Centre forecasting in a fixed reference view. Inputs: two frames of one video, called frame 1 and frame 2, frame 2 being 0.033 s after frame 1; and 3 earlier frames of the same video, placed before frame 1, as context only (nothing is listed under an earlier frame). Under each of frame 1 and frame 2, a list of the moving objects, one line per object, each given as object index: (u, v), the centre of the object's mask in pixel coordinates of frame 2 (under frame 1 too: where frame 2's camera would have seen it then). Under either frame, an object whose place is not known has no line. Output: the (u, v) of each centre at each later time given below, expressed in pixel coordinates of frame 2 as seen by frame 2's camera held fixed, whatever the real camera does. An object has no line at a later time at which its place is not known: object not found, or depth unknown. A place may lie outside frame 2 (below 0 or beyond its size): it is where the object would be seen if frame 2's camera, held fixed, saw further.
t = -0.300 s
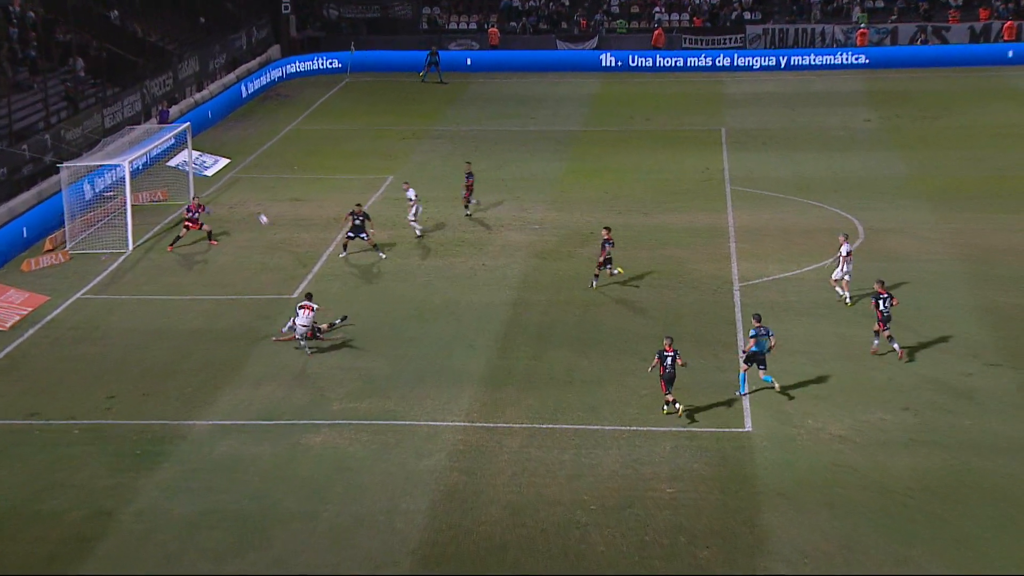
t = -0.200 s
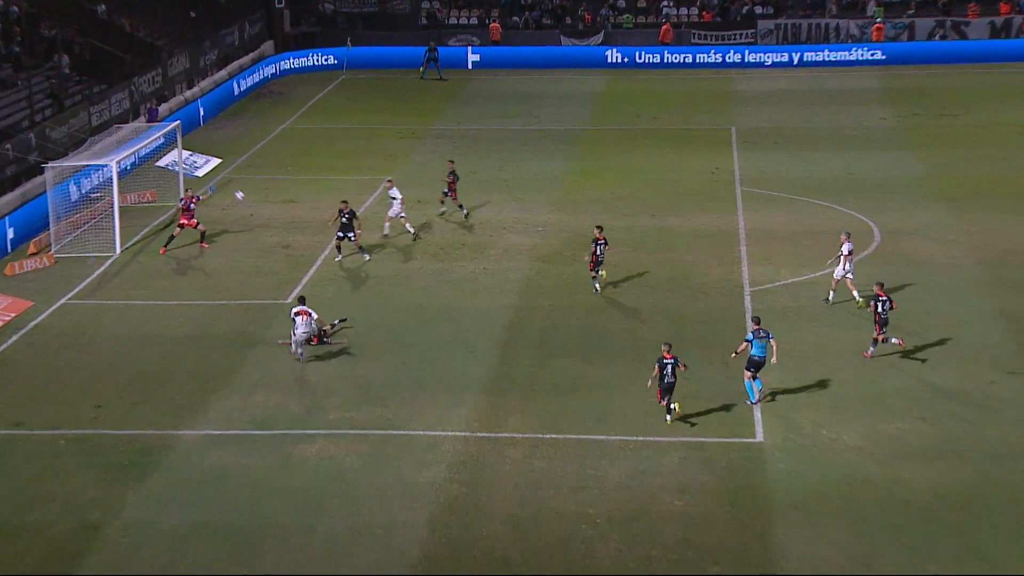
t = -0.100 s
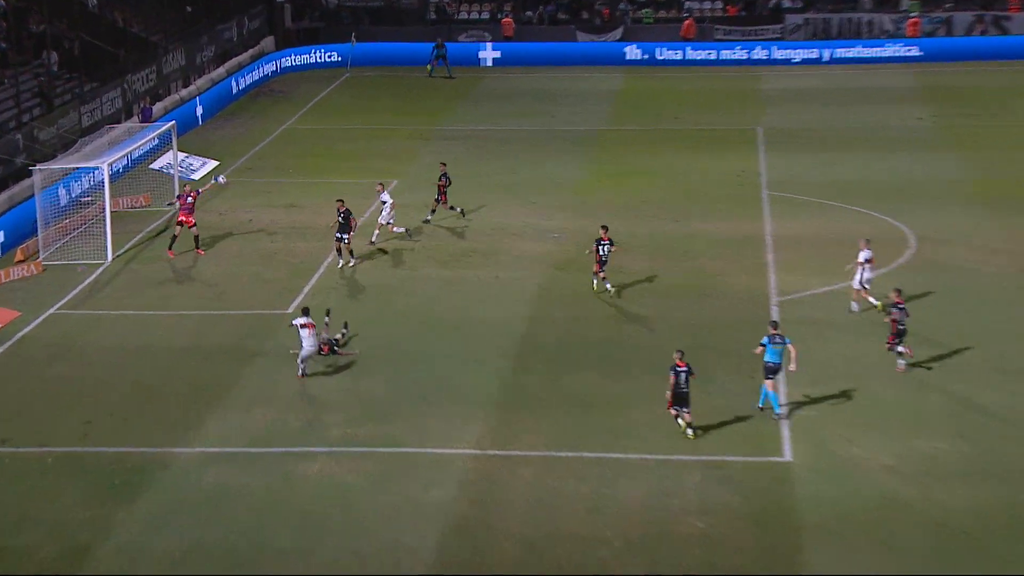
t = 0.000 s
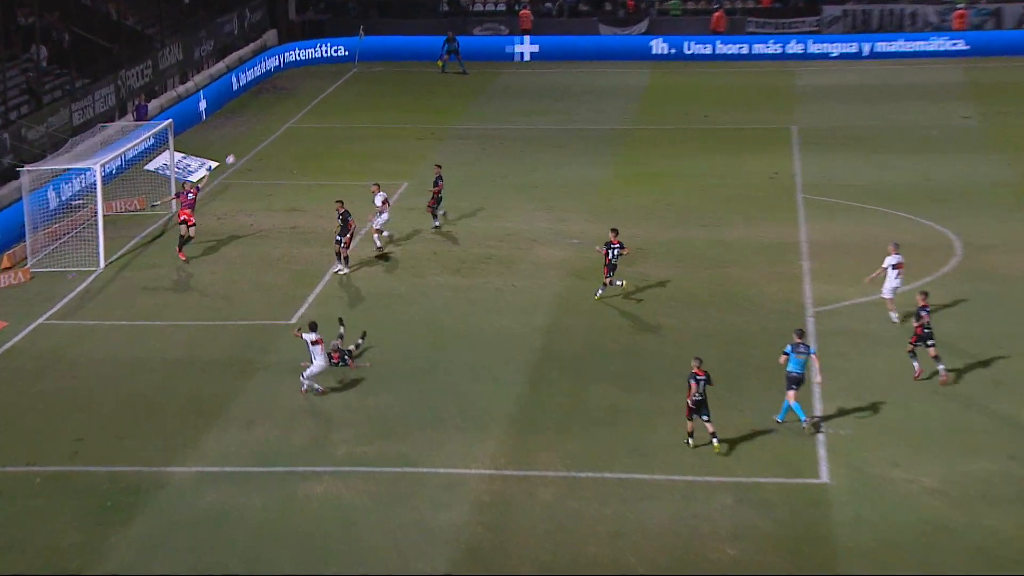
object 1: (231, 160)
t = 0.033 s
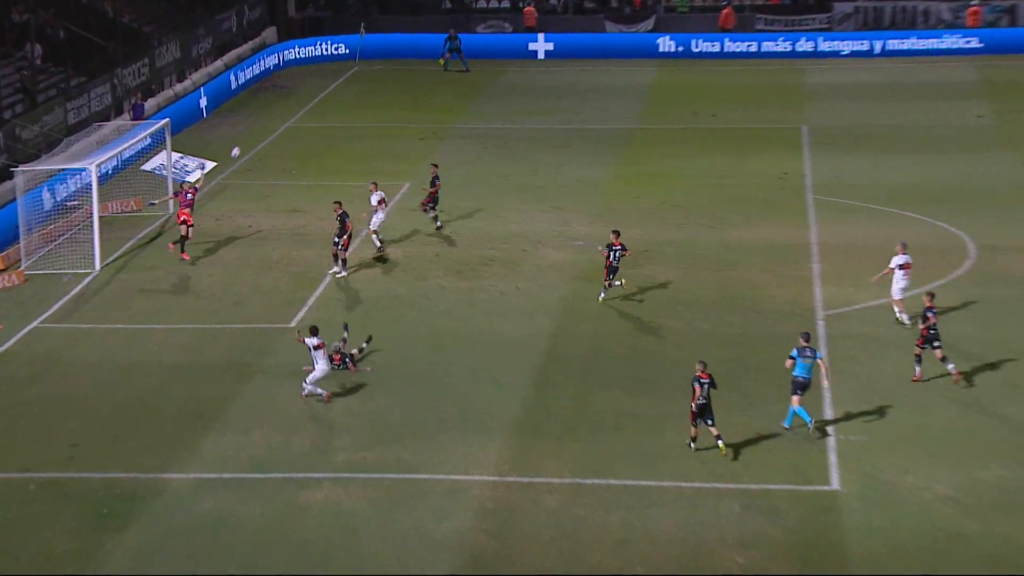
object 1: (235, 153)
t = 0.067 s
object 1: (240, 145)
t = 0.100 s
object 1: (245, 138)
